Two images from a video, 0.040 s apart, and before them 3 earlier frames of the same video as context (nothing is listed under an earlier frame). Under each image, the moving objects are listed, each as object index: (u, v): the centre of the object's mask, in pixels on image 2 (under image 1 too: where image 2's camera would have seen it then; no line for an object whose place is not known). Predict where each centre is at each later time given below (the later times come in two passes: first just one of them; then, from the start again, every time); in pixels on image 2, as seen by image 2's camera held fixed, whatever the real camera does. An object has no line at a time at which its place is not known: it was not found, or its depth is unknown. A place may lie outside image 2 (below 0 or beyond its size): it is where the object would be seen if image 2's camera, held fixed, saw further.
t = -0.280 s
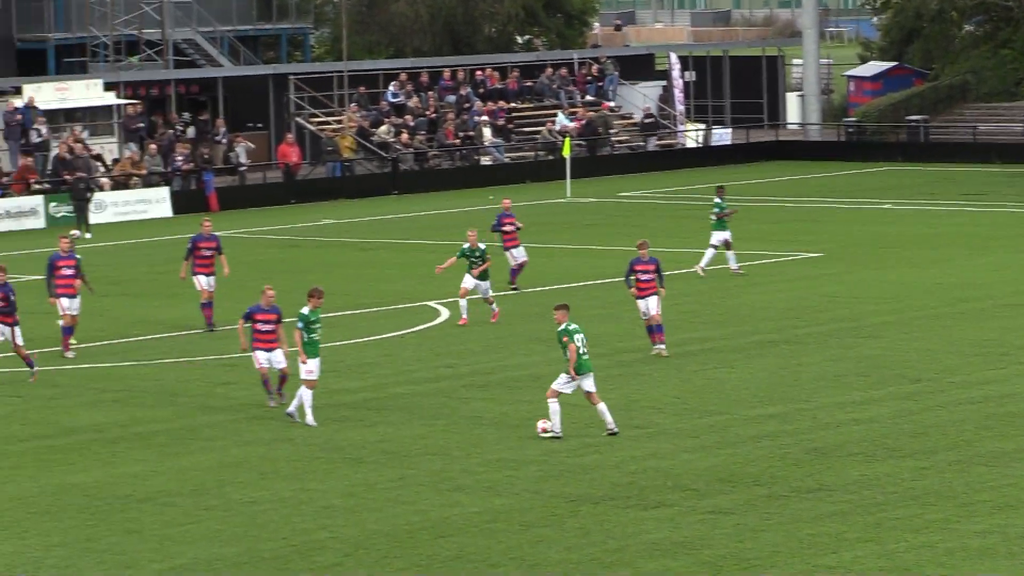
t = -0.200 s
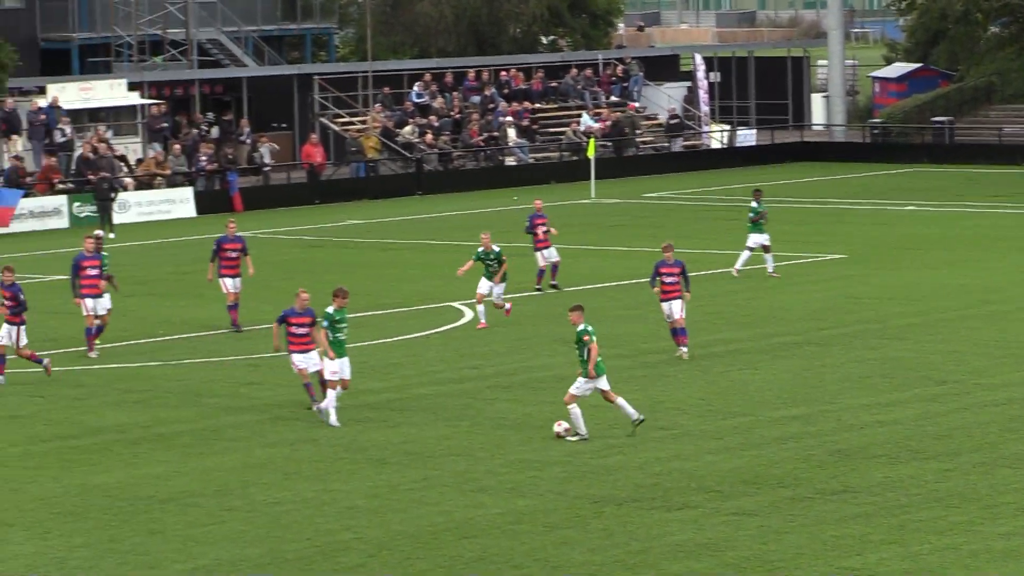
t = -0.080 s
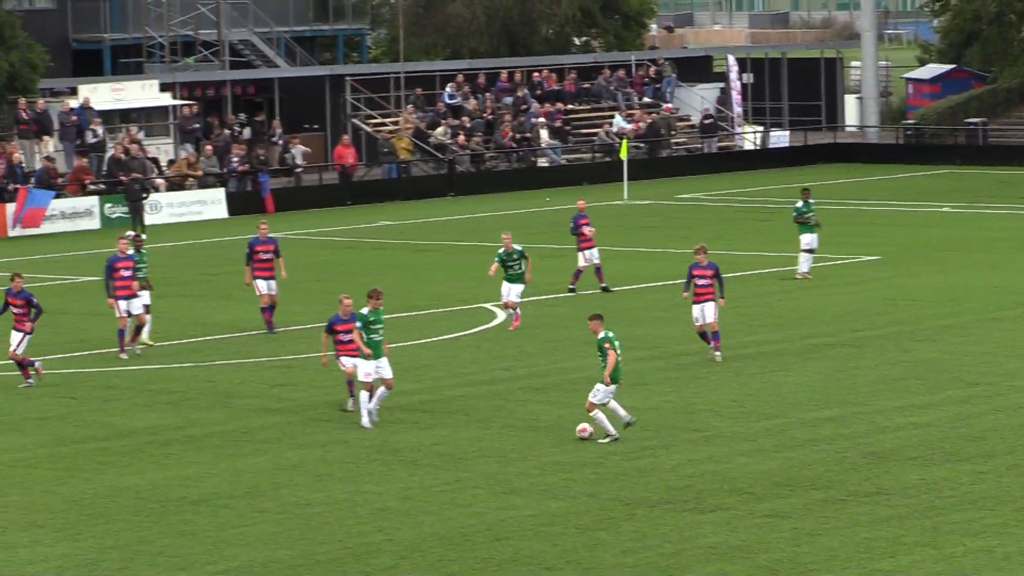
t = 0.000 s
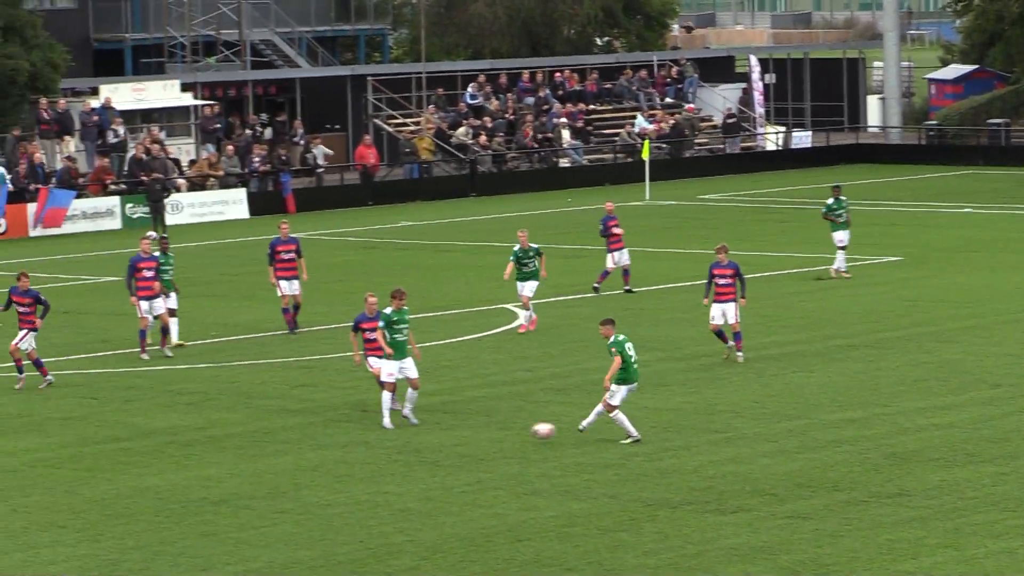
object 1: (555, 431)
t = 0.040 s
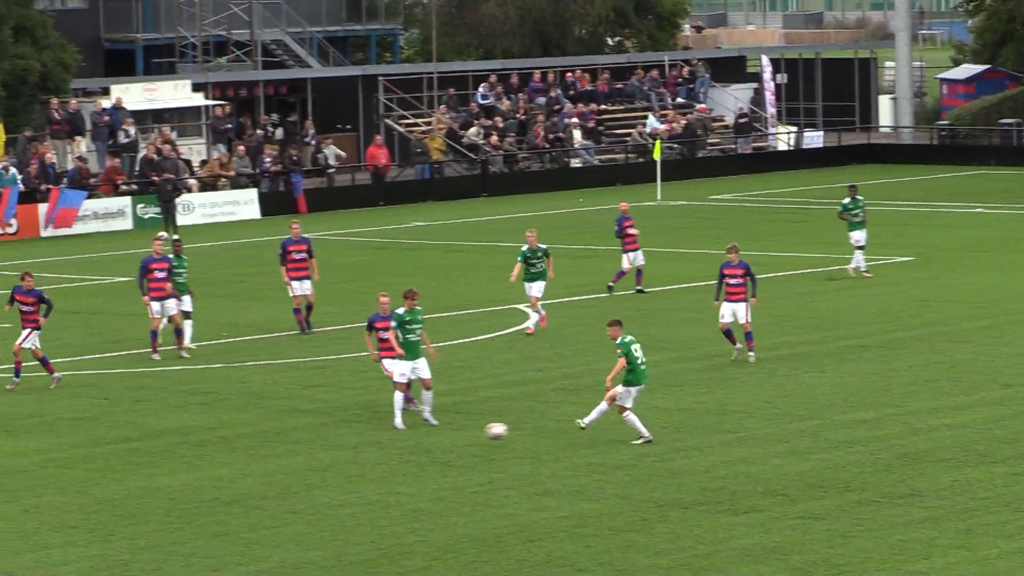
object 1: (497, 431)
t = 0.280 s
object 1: (167, 456)
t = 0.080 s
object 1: (439, 432)
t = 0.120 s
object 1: (382, 435)
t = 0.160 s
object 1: (325, 440)
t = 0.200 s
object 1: (269, 447)
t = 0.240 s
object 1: (216, 457)
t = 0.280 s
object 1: (167, 456)
